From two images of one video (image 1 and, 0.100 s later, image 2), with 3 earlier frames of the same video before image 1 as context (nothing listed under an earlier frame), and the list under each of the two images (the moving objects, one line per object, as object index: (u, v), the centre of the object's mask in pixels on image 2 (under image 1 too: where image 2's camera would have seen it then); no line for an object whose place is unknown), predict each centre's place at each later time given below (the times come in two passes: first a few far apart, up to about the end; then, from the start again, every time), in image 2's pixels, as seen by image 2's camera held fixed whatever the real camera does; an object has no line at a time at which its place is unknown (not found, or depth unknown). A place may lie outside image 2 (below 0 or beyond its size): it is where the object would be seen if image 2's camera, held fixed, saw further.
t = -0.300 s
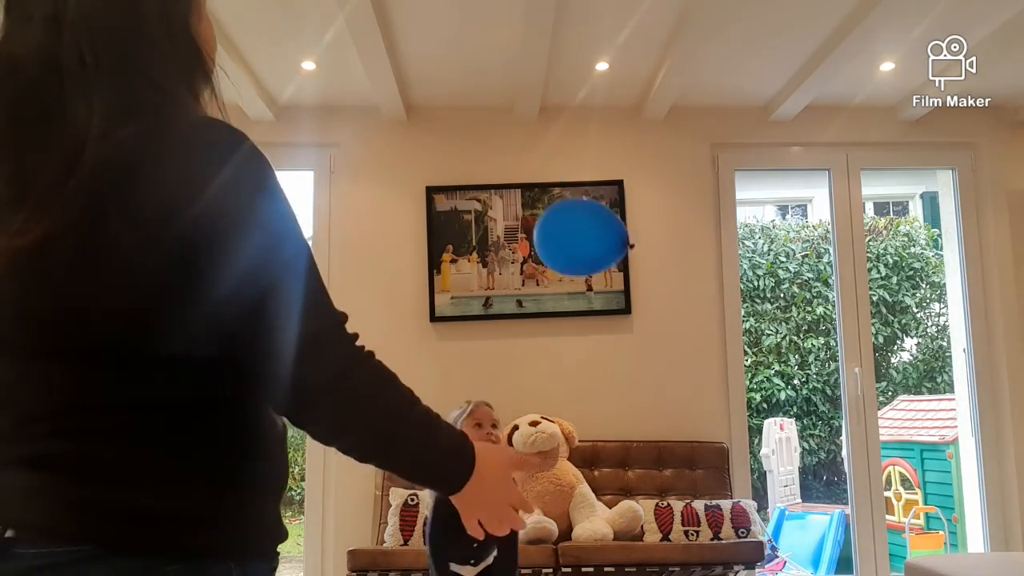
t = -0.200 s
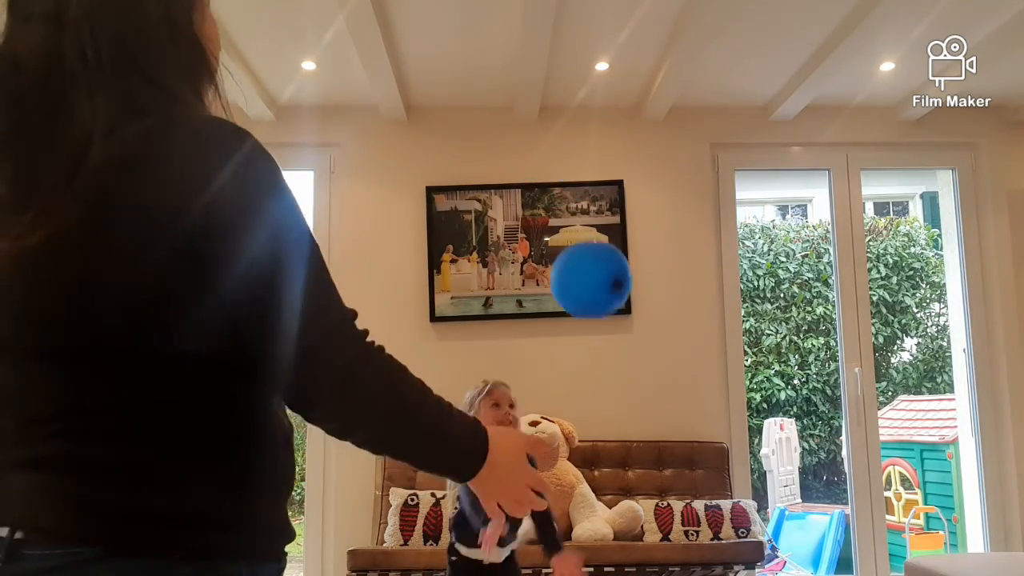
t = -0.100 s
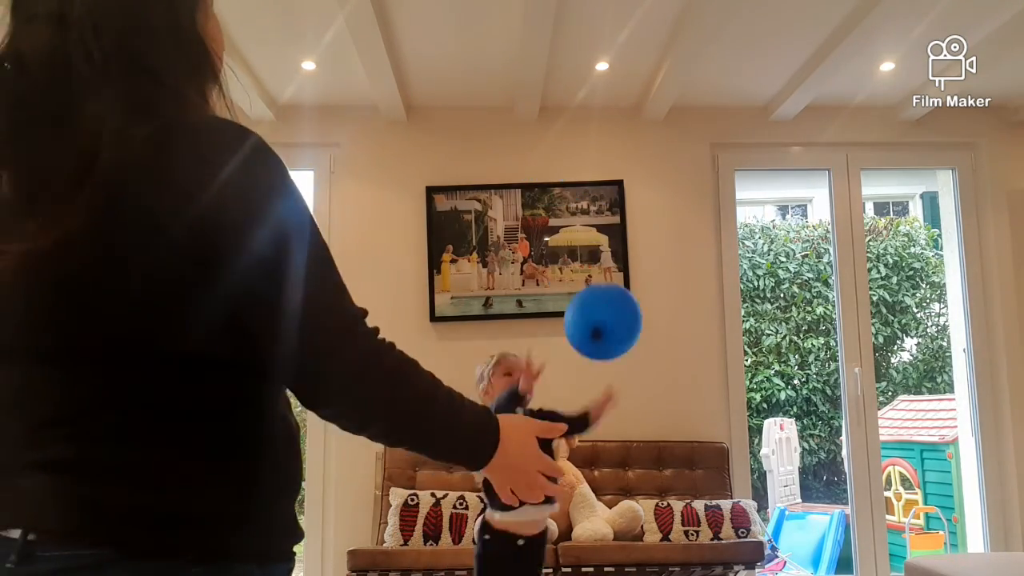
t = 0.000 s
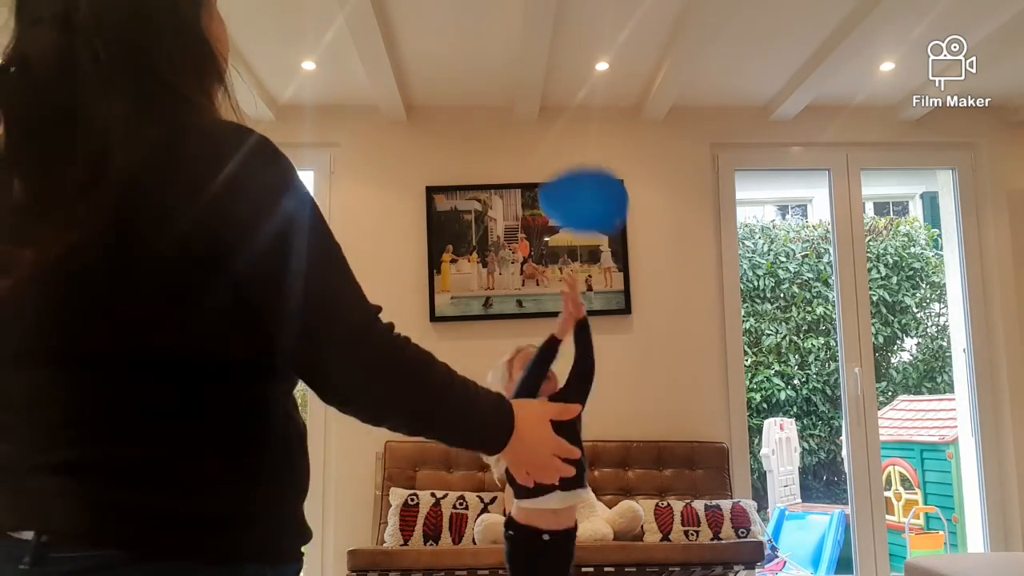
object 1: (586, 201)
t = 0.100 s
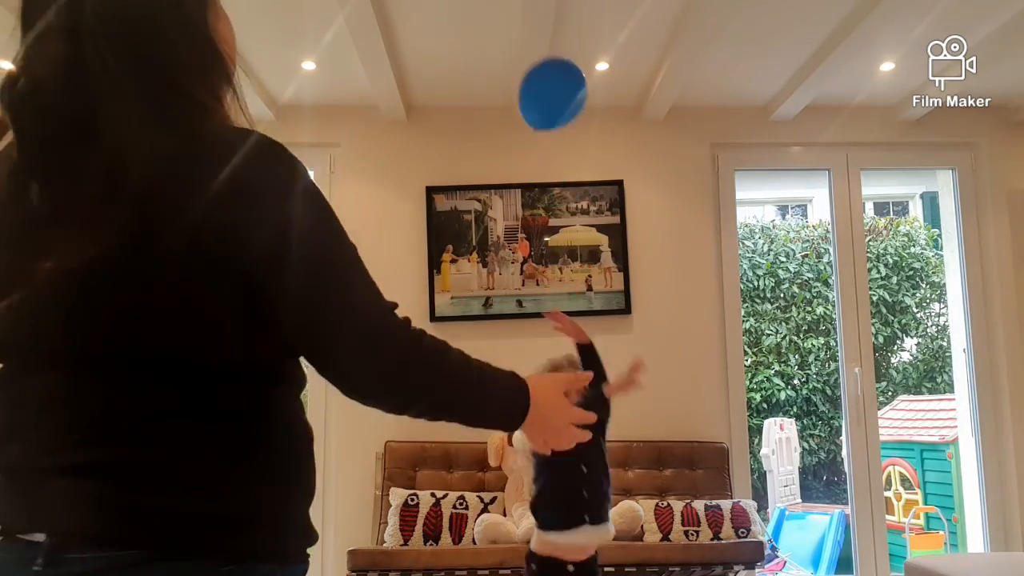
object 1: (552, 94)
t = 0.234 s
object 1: (507, 46)
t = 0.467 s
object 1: (467, 39)
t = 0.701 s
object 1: (460, 59)
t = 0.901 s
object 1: (465, 84)
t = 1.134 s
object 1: (468, 136)
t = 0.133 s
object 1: (540, 75)
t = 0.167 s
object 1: (528, 61)
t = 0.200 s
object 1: (517, 52)
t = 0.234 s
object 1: (507, 46)
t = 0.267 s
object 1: (498, 42)
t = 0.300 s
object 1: (491, 39)
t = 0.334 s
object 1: (484, 37)
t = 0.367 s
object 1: (478, 36)
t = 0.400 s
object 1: (474, 36)
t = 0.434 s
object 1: (470, 37)
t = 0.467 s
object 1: (467, 39)
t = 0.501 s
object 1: (464, 41)
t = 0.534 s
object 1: (462, 43)
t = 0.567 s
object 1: (461, 46)
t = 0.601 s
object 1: (460, 49)
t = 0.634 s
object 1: (459, 52)
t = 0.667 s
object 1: (459, 55)
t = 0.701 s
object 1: (460, 59)
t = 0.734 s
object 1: (460, 63)
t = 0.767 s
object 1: (461, 67)
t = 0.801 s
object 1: (462, 71)
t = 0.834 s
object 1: (463, 75)
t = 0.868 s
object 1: (464, 79)
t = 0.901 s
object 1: (465, 84)
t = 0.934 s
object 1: (465, 89)
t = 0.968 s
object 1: (466, 96)
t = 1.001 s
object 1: (466, 102)
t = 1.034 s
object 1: (466, 110)
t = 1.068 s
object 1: (466, 118)
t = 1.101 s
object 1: (467, 127)
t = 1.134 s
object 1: (468, 136)
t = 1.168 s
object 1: (469, 147)
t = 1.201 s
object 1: (470, 157)
